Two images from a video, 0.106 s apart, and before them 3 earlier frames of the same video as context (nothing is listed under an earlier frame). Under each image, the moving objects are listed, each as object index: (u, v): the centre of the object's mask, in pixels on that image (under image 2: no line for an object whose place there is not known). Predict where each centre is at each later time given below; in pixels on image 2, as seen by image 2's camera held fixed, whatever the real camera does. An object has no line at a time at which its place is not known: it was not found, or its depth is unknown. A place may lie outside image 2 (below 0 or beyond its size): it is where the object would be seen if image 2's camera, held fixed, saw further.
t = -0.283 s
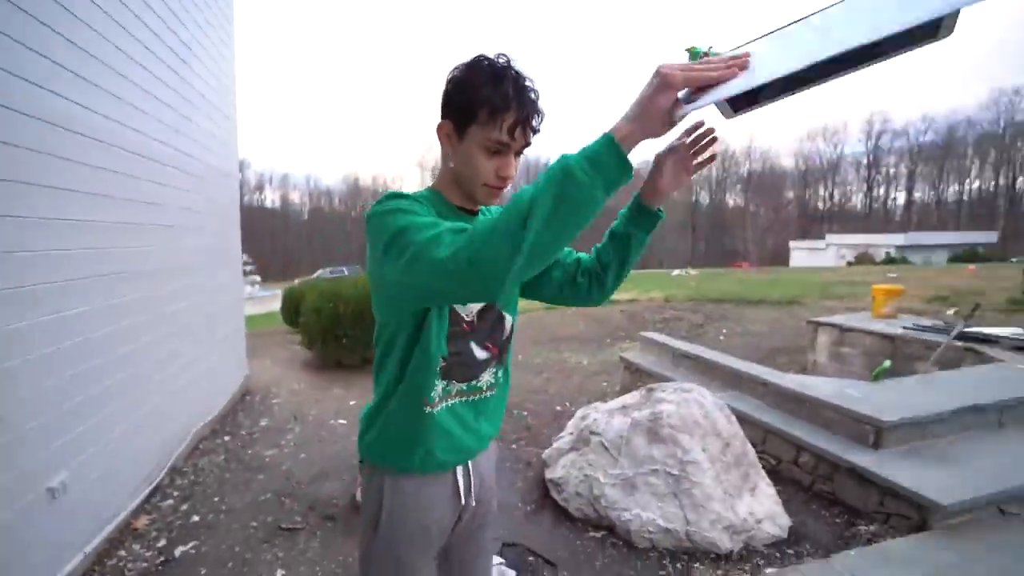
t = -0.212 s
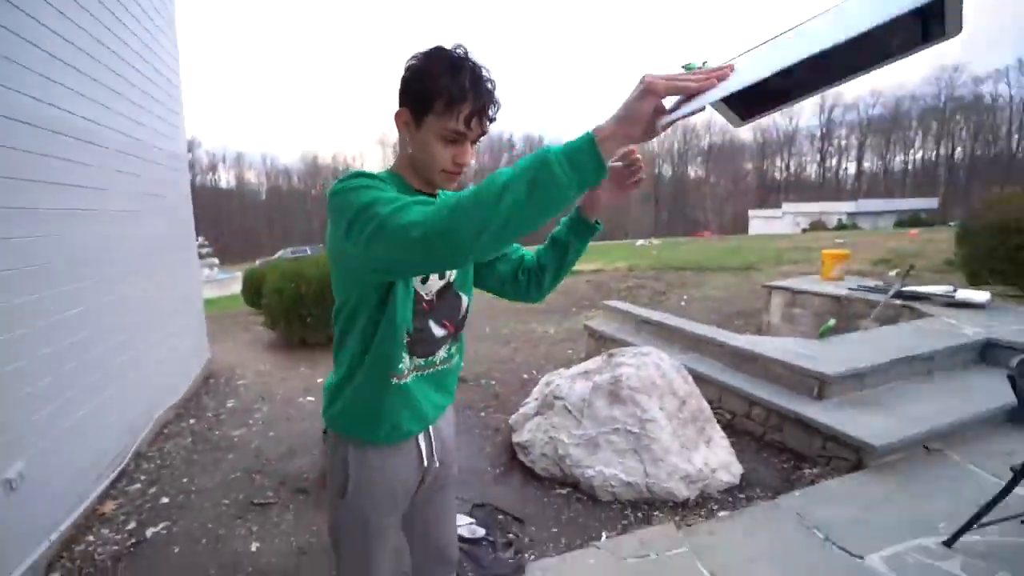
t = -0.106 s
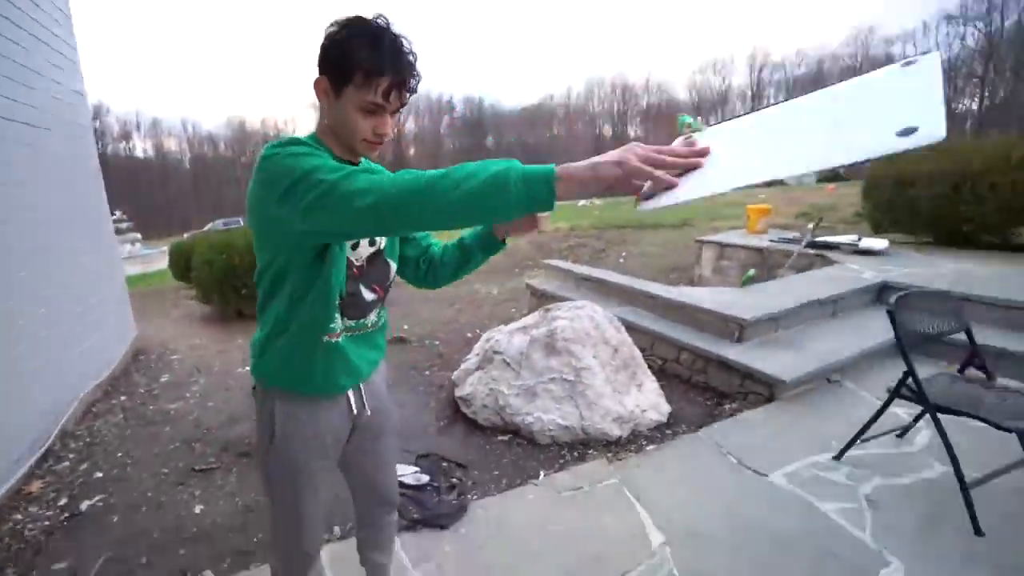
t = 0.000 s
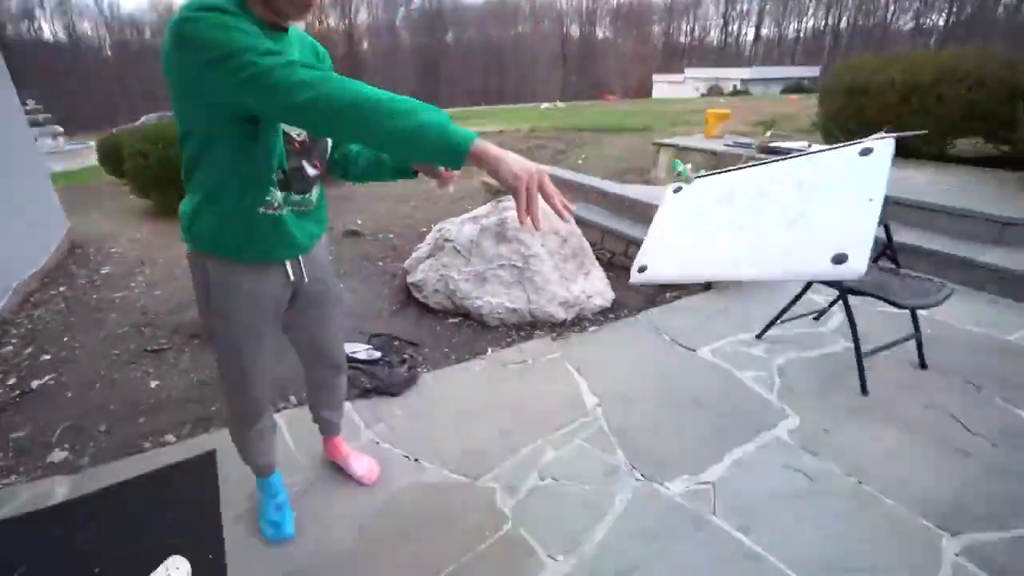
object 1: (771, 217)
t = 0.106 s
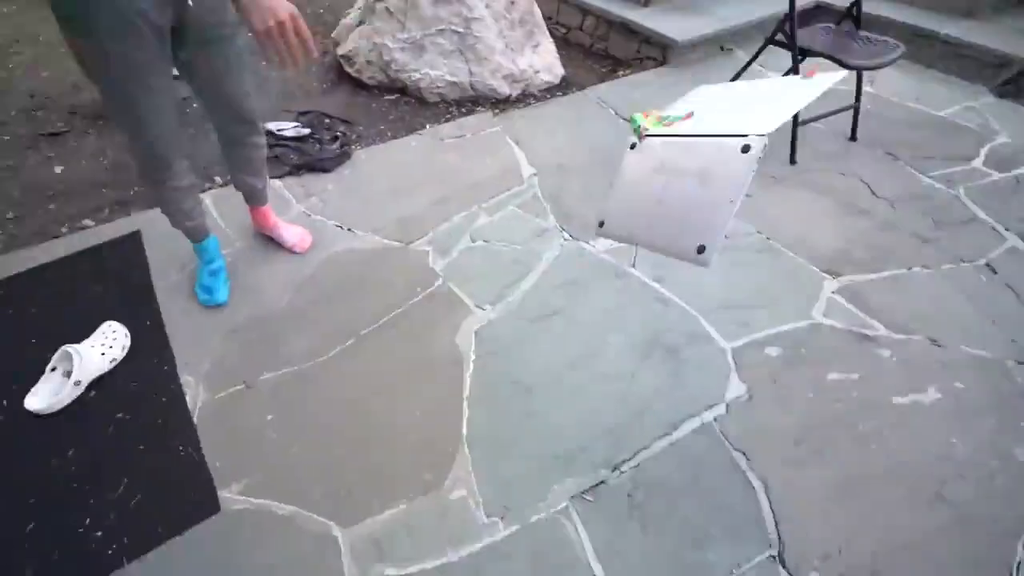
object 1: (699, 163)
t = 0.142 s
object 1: (686, 212)
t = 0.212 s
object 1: (683, 299)
